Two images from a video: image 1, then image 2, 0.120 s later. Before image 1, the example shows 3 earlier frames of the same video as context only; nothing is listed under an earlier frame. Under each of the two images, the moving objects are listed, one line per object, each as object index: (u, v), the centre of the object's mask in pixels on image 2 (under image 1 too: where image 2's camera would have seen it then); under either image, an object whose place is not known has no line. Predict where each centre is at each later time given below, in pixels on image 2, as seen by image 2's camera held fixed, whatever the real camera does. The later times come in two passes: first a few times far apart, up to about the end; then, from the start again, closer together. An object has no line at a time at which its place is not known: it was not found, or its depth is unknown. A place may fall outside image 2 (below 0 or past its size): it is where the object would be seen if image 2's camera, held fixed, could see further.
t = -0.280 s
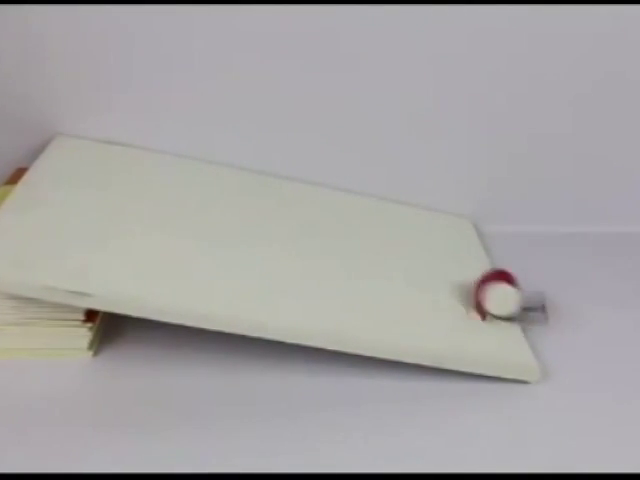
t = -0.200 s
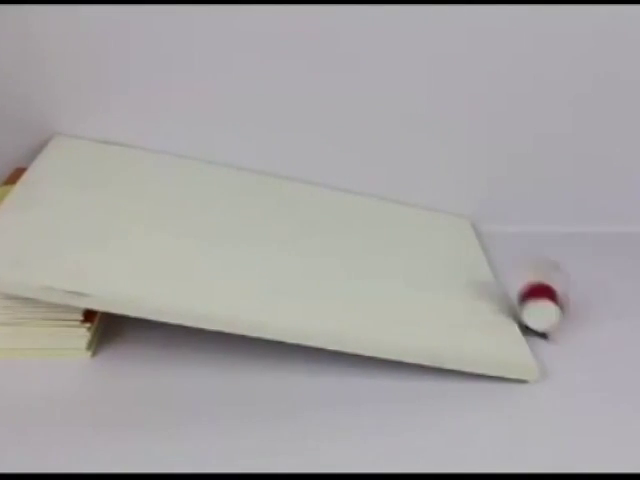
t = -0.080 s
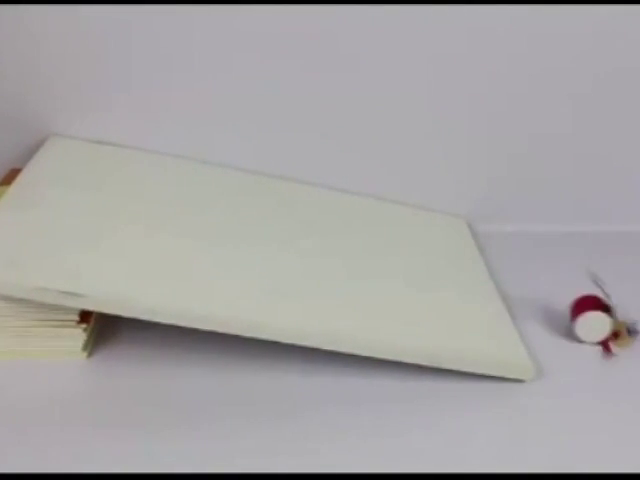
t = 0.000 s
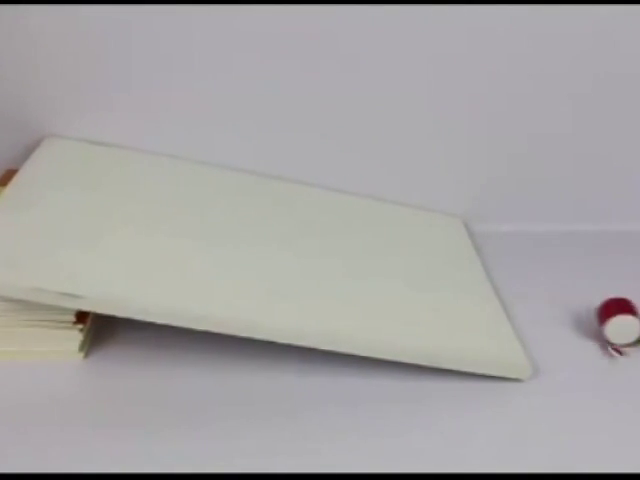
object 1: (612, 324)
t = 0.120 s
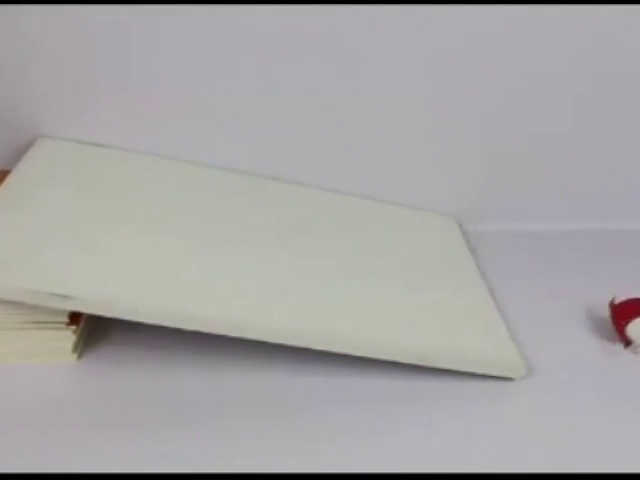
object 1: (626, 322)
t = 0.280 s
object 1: (631, 310)
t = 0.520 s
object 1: (616, 320)
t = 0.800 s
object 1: (611, 322)
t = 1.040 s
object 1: (611, 322)
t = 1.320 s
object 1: (611, 322)
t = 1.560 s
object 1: (611, 322)
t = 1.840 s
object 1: (610, 322)
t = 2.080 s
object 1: (610, 322)
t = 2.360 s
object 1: (610, 322)
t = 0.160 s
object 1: (627, 318)
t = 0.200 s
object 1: (626, 310)
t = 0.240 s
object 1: (631, 310)
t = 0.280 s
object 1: (631, 310)
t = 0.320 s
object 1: (632, 310)
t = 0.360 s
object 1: (630, 311)
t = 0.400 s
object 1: (627, 313)
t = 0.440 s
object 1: (621, 318)
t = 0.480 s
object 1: (618, 320)
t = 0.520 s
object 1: (616, 320)
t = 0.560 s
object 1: (611, 321)
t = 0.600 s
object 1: (609, 321)
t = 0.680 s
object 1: (610, 321)
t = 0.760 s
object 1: (611, 322)
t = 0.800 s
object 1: (611, 322)
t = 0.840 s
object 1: (611, 322)
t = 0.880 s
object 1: (611, 322)
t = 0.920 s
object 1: (611, 322)
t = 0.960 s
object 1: (611, 322)
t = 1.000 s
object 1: (611, 322)
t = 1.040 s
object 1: (611, 322)
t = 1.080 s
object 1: (611, 322)
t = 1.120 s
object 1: (611, 322)
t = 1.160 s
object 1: (611, 322)
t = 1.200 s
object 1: (611, 322)
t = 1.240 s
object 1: (611, 322)
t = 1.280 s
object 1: (611, 322)
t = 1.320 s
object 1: (611, 322)
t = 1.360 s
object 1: (611, 322)
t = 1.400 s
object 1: (611, 322)
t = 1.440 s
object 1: (611, 322)
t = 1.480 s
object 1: (611, 322)
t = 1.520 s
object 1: (611, 322)
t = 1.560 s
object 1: (611, 322)
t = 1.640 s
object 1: (610, 322)
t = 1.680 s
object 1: (610, 322)
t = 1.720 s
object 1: (610, 322)
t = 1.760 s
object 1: (610, 322)
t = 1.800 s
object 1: (610, 322)
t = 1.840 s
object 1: (610, 322)
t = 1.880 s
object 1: (610, 322)
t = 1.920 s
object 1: (610, 322)
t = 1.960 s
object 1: (610, 322)
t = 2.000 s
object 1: (610, 322)
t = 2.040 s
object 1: (610, 322)
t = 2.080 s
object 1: (610, 322)
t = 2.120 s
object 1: (610, 322)
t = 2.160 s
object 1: (610, 322)
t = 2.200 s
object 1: (610, 322)
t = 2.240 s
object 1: (610, 322)
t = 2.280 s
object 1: (610, 322)
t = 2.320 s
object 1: (610, 322)
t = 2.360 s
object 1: (610, 322)
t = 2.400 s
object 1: (610, 322)
